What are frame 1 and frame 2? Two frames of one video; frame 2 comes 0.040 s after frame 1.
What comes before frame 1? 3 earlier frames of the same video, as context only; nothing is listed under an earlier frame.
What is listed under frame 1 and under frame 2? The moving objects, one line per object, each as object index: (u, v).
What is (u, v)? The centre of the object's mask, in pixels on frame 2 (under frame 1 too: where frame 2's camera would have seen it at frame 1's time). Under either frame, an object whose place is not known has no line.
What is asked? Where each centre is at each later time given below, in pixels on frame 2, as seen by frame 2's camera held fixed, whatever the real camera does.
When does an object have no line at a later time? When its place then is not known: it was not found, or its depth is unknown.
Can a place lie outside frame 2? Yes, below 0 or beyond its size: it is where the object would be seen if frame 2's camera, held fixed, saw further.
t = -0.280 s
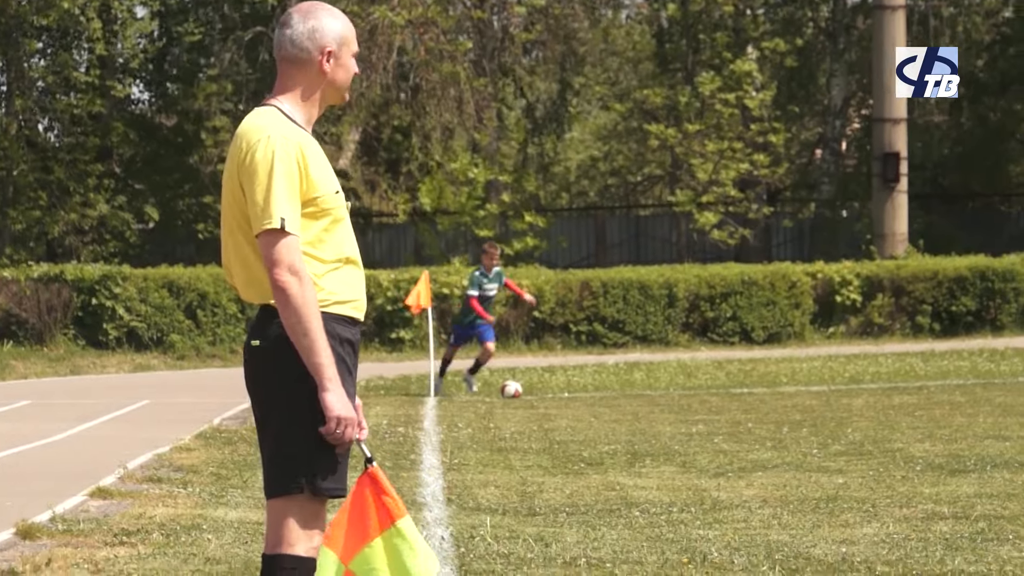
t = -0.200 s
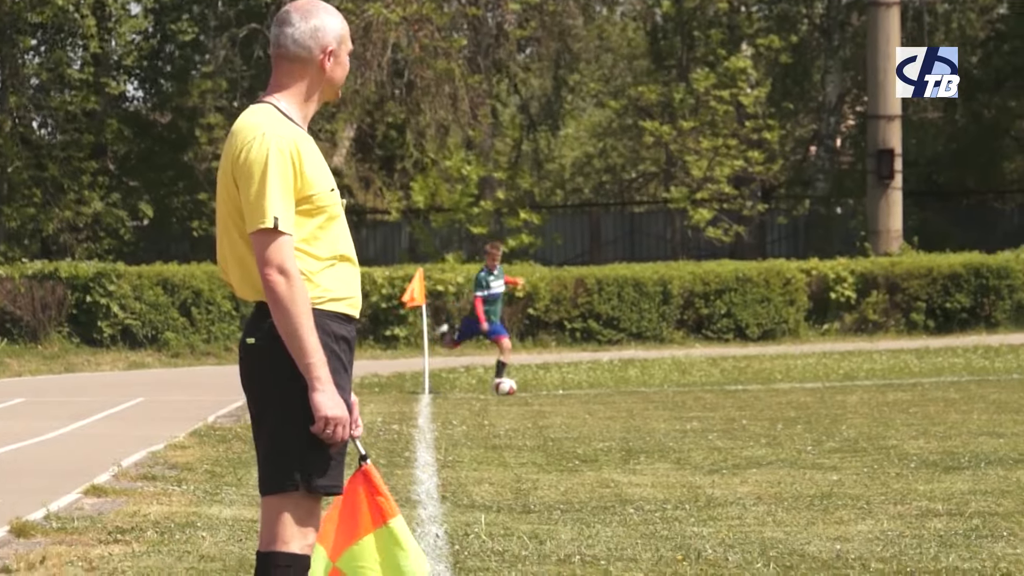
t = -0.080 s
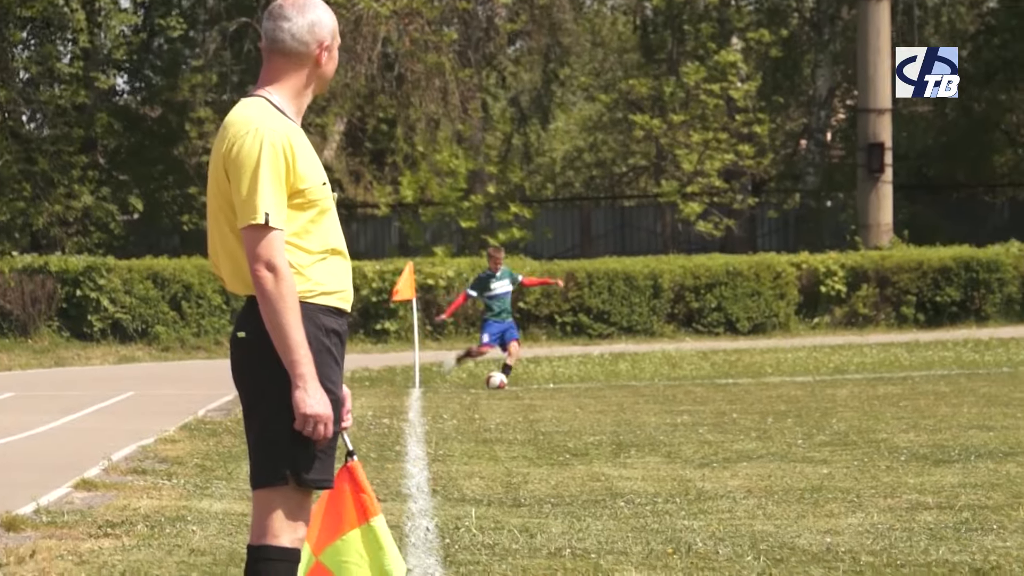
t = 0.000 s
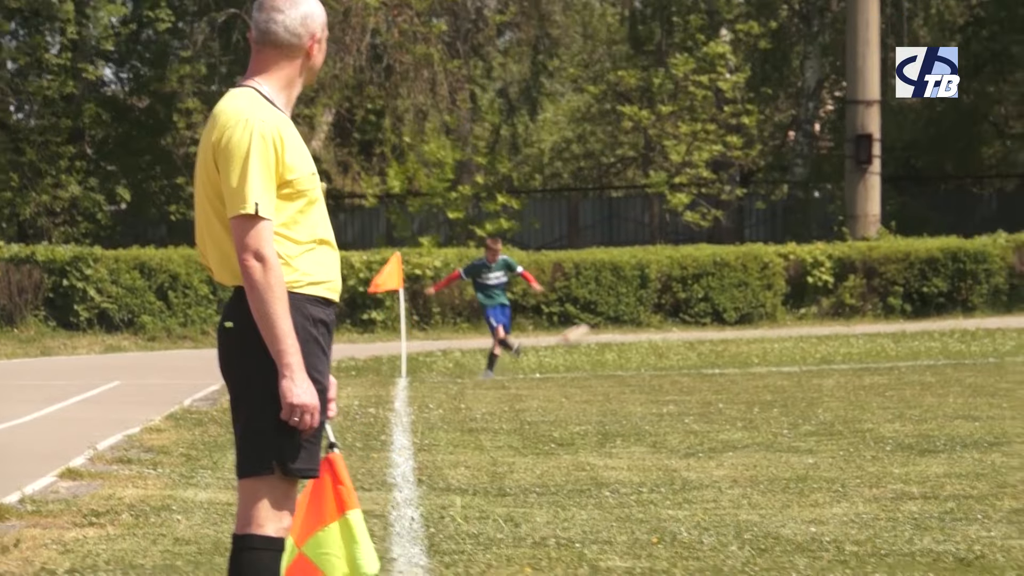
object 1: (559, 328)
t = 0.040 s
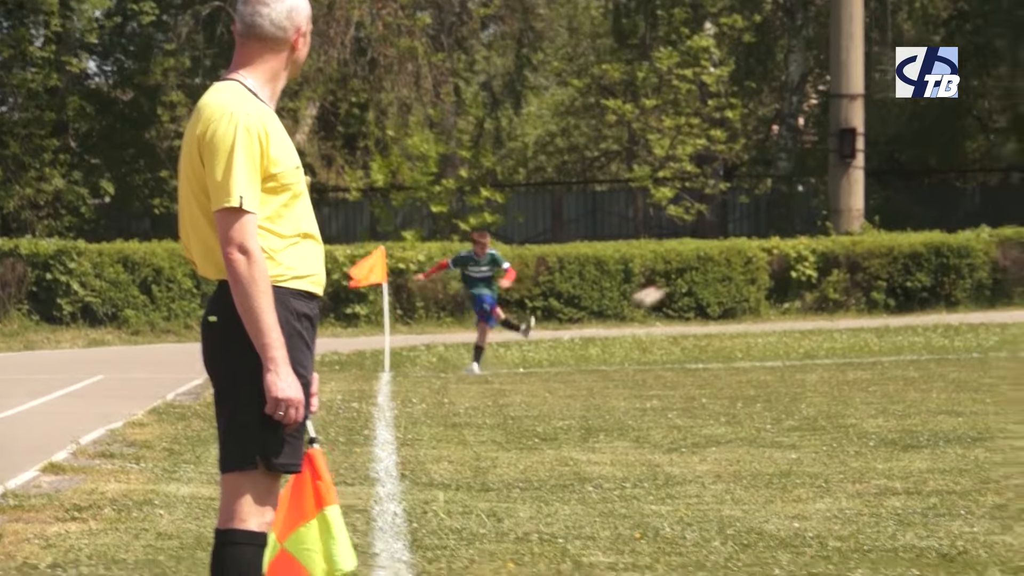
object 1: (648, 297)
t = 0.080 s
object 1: (739, 262)
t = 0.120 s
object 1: (827, 231)
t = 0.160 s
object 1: (916, 202)
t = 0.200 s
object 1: (1009, 171)
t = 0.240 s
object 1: (1107, 138)
